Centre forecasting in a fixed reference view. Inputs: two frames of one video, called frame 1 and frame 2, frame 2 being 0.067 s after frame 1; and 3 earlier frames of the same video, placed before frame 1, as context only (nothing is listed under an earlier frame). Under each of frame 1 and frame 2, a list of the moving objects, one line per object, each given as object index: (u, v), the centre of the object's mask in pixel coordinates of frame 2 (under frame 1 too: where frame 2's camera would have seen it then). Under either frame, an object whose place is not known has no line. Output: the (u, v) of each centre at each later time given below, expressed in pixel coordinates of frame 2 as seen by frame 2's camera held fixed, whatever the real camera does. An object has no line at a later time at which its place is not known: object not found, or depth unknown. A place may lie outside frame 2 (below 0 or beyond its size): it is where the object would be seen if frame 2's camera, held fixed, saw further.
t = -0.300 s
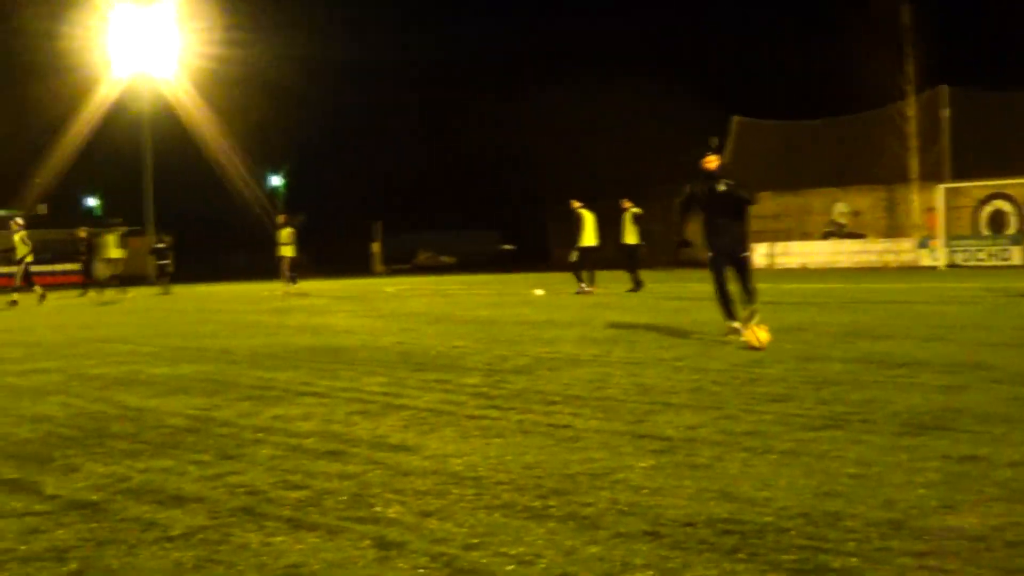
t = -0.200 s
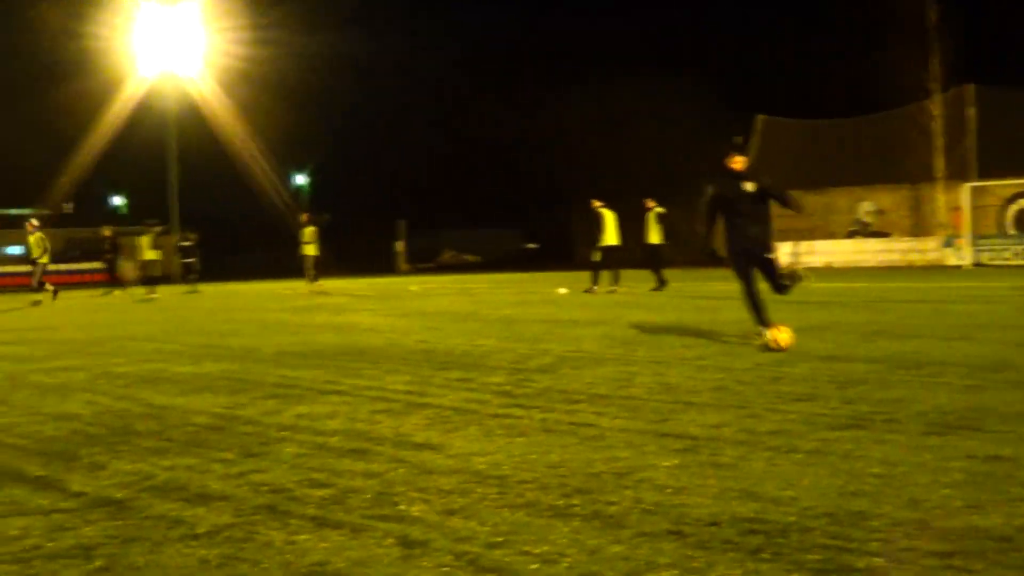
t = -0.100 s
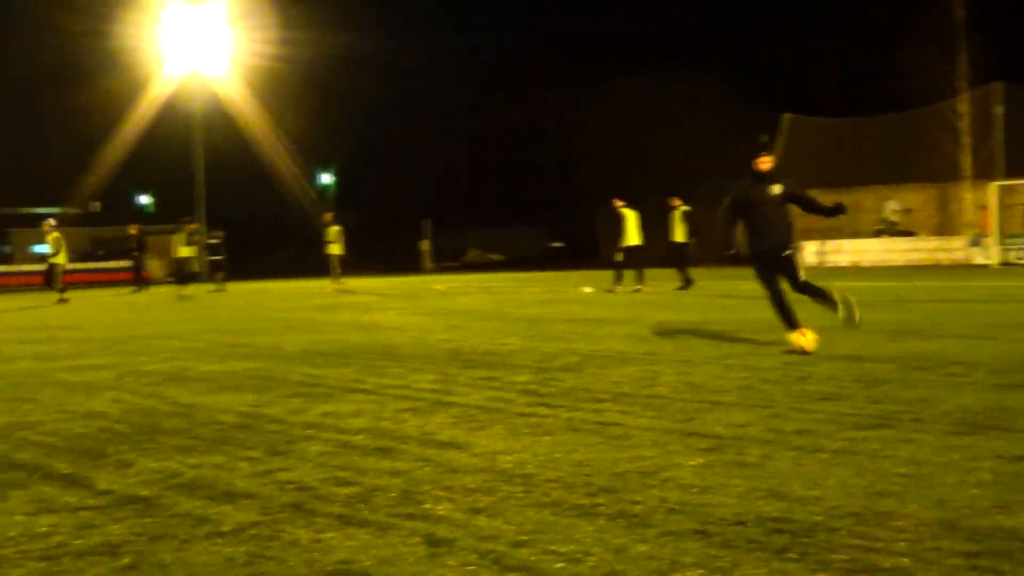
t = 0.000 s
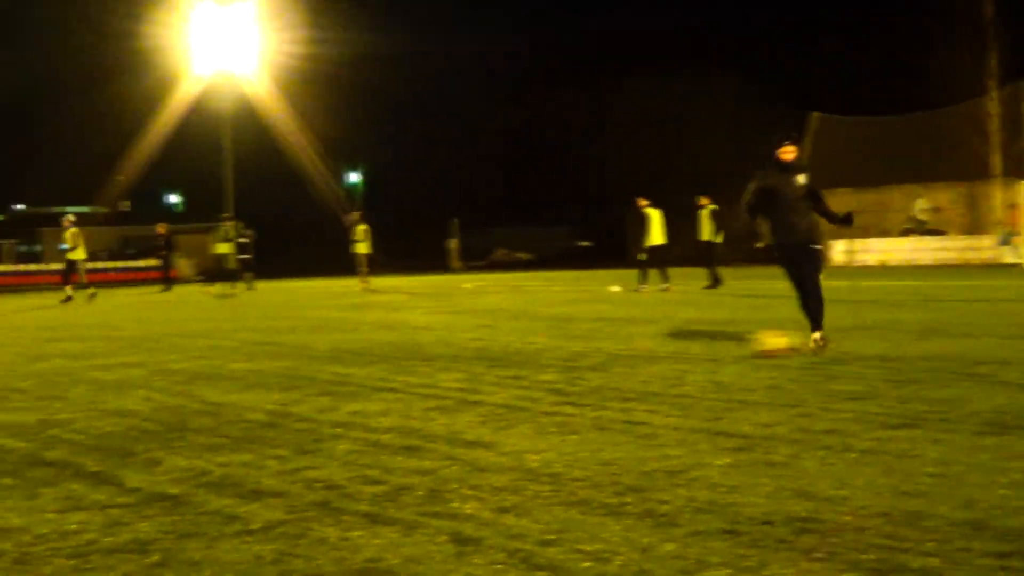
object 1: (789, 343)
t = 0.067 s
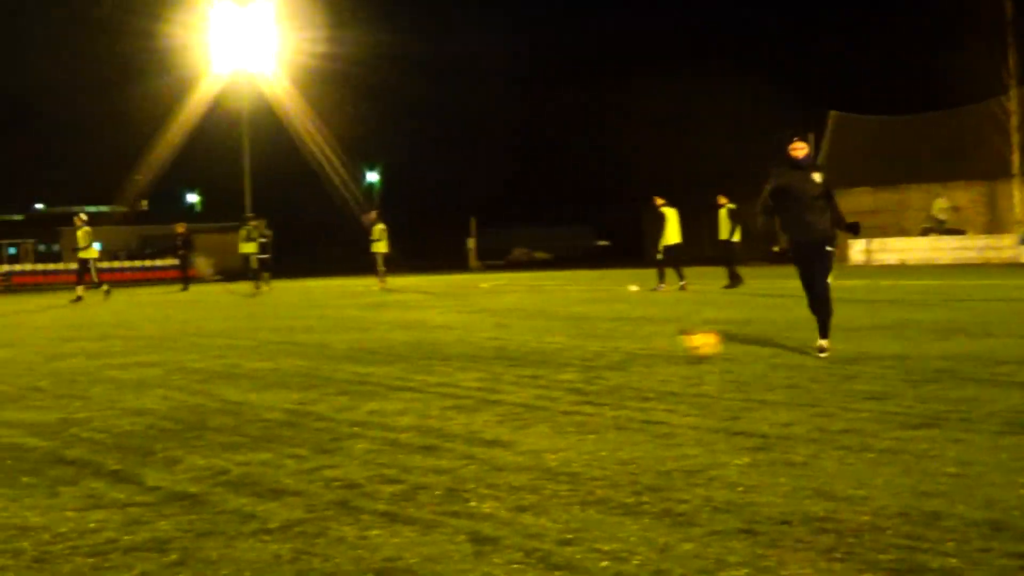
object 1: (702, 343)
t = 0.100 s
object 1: (658, 347)
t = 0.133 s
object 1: (610, 353)
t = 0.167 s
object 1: (554, 360)
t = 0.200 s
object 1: (504, 366)
